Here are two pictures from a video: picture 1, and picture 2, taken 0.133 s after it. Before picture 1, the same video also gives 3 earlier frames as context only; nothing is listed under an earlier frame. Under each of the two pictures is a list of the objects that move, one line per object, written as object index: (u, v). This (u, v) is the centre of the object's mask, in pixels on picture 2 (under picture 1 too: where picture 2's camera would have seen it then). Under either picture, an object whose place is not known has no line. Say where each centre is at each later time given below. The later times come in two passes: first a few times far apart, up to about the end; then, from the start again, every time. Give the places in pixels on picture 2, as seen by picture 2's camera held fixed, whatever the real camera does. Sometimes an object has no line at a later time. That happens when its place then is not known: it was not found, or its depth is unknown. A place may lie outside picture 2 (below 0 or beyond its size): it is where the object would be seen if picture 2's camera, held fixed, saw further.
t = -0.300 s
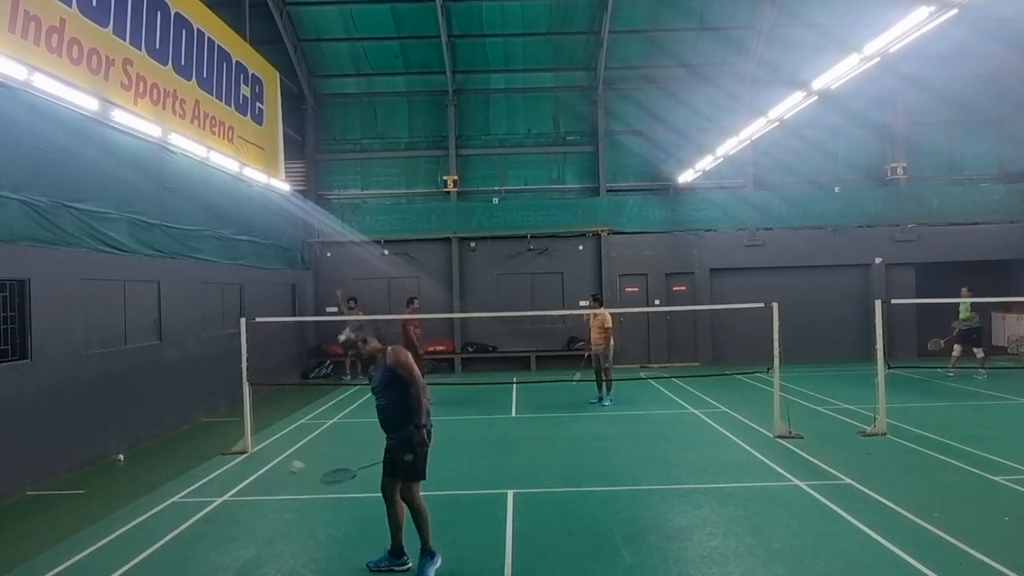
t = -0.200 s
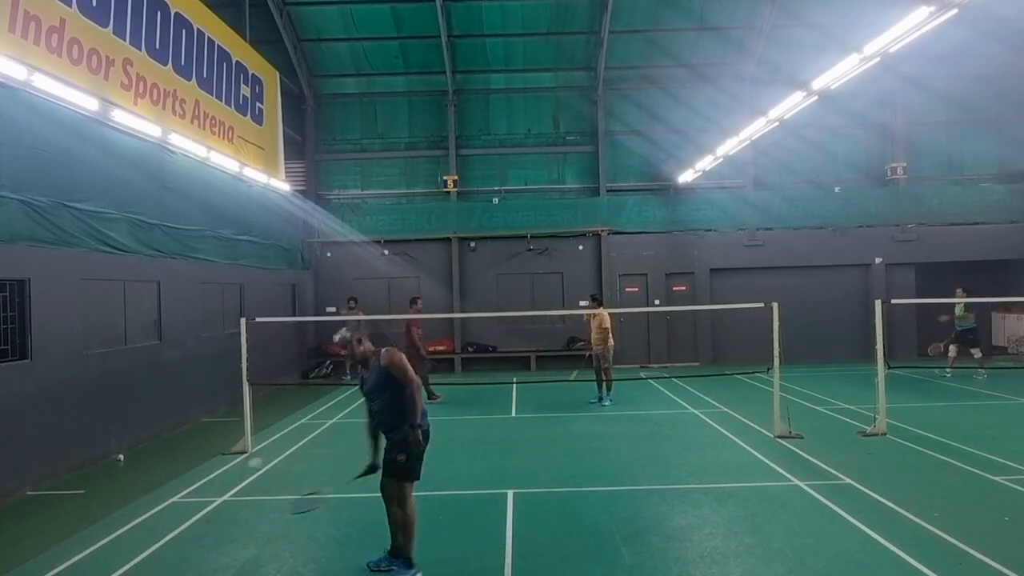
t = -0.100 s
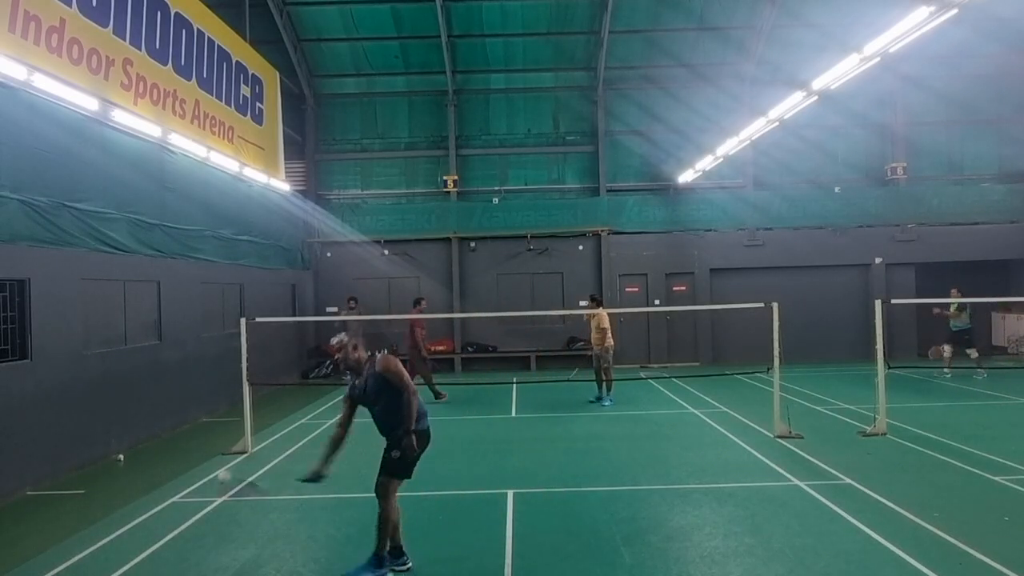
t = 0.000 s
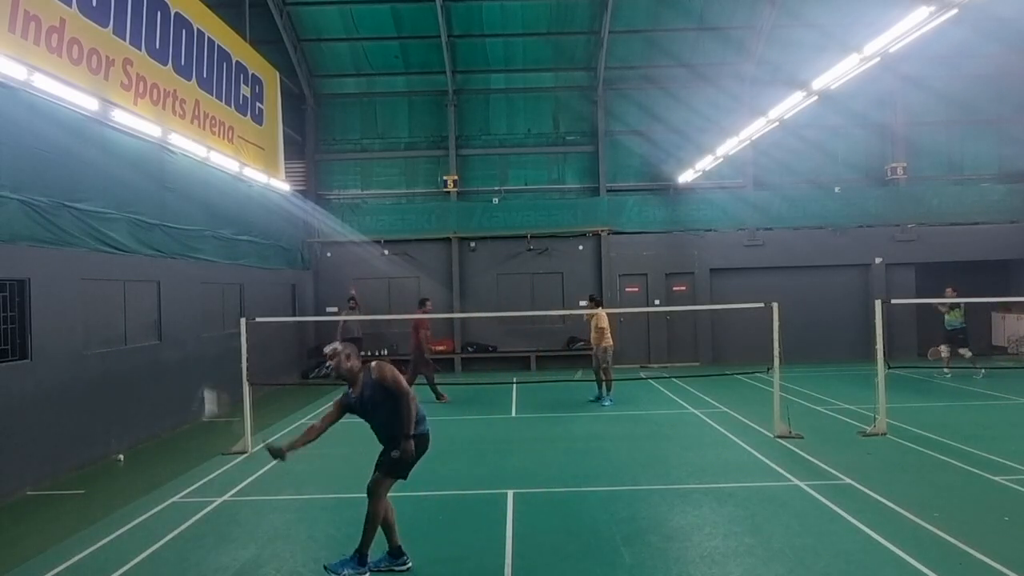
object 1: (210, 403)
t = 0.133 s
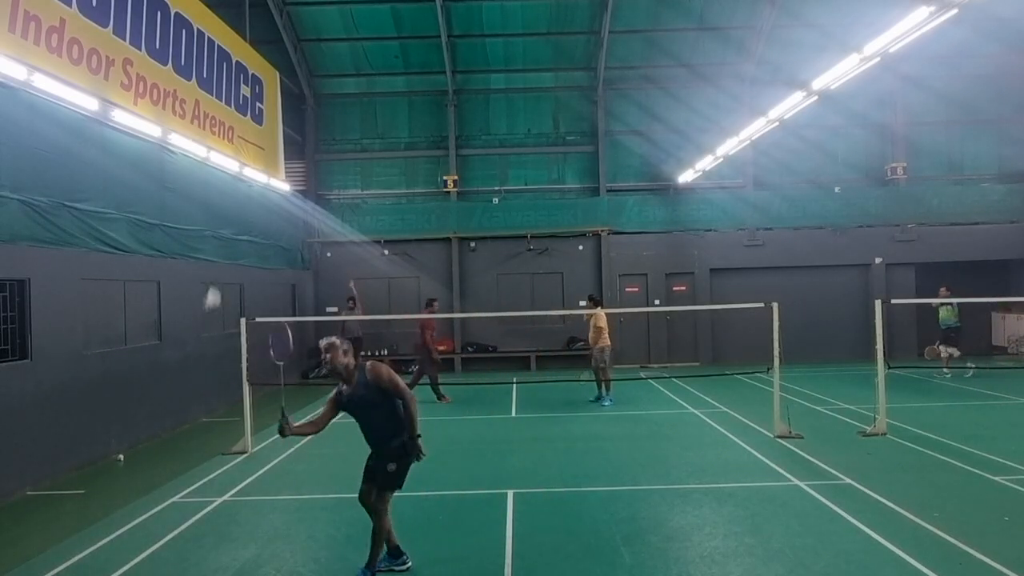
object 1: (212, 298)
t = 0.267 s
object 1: (213, 241)
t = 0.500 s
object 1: (214, 207)
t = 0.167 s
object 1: (212, 280)
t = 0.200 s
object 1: (213, 265)
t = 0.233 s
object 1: (212, 252)
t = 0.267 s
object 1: (213, 241)
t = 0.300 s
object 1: (211, 233)
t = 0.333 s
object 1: (208, 225)
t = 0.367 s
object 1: (206, 217)
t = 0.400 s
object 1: (206, 210)
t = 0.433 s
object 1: (207, 206)
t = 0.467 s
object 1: (210, 205)
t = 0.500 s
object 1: (214, 207)
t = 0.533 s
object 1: (217, 214)
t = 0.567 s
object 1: (221, 224)
